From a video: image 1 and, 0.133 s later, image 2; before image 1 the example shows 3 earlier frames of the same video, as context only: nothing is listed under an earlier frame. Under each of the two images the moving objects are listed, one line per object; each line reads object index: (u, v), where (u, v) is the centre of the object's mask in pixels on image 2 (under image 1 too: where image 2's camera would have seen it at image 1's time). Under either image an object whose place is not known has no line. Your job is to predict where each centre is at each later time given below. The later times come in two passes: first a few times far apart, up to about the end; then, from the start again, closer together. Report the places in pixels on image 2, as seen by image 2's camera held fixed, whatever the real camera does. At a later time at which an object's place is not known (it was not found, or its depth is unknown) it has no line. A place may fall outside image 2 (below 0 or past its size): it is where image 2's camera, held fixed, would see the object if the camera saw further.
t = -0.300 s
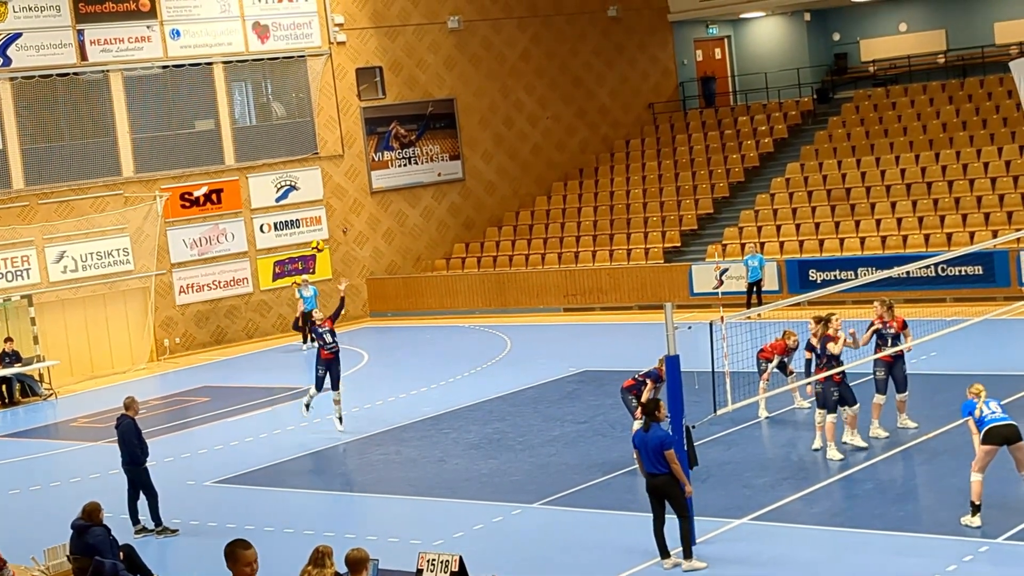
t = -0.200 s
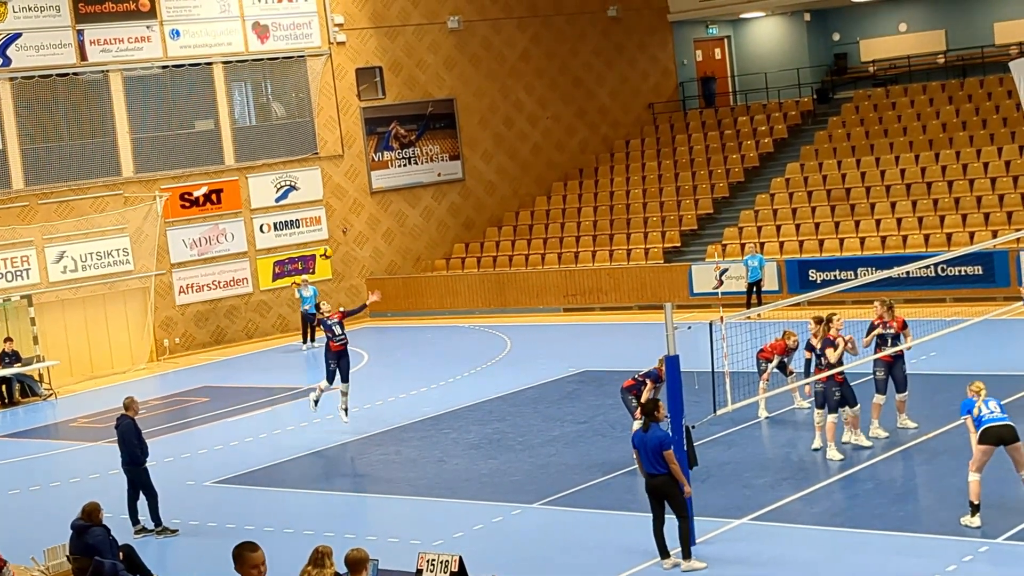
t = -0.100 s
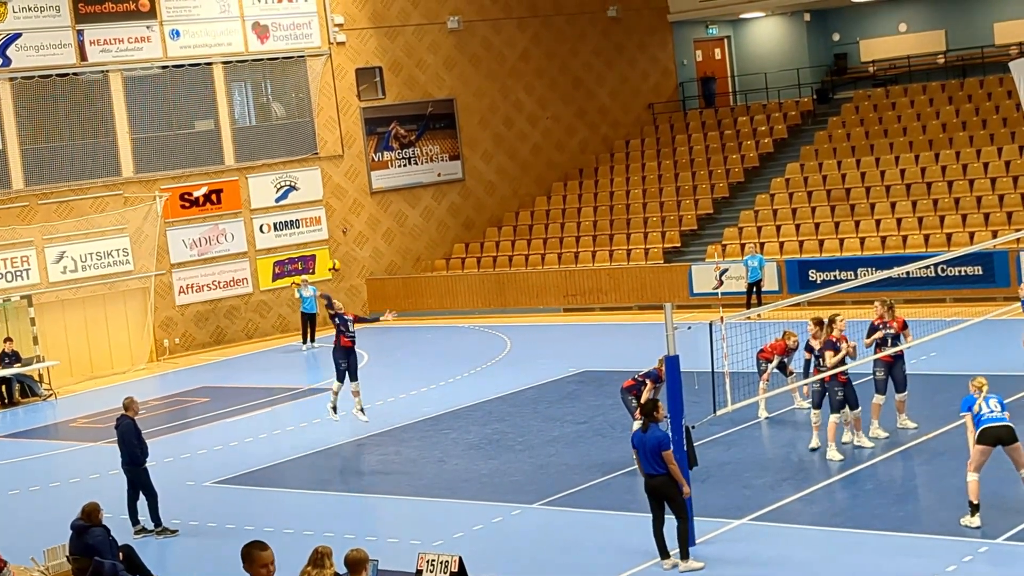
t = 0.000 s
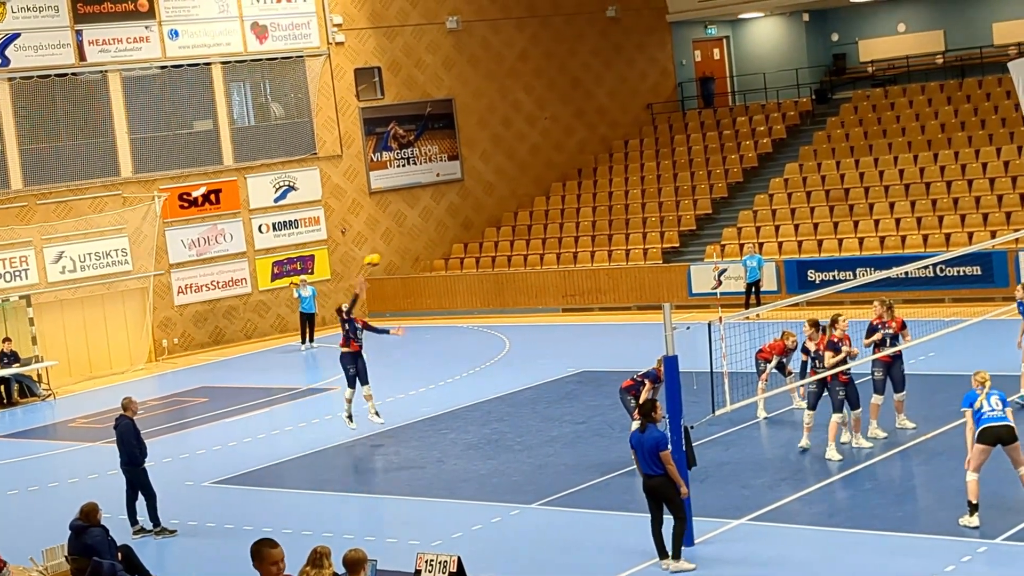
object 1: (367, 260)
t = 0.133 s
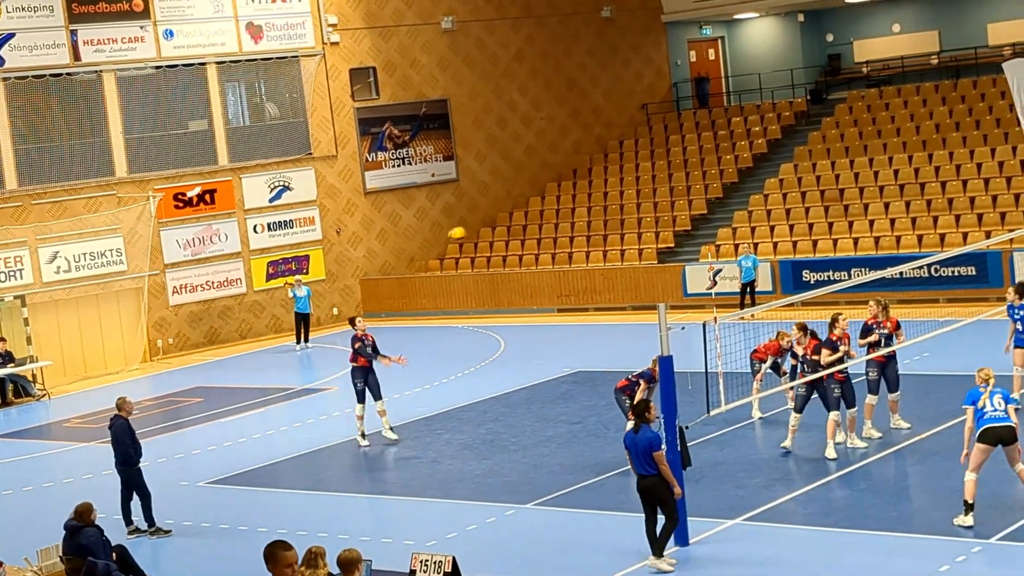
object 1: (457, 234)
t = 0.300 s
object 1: (581, 210)
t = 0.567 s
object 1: (810, 203)
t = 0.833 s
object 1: (1086, 262)
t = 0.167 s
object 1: (481, 228)
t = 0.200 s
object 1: (505, 223)
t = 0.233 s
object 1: (529, 217)
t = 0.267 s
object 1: (554, 214)
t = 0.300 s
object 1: (581, 210)
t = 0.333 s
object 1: (607, 207)
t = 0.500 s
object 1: (748, 201)
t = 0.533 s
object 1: (778, 201)
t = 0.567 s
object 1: (810, 203)
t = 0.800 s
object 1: (1048, 250)
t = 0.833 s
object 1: (1086, 262)
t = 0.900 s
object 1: (1162, 291)
